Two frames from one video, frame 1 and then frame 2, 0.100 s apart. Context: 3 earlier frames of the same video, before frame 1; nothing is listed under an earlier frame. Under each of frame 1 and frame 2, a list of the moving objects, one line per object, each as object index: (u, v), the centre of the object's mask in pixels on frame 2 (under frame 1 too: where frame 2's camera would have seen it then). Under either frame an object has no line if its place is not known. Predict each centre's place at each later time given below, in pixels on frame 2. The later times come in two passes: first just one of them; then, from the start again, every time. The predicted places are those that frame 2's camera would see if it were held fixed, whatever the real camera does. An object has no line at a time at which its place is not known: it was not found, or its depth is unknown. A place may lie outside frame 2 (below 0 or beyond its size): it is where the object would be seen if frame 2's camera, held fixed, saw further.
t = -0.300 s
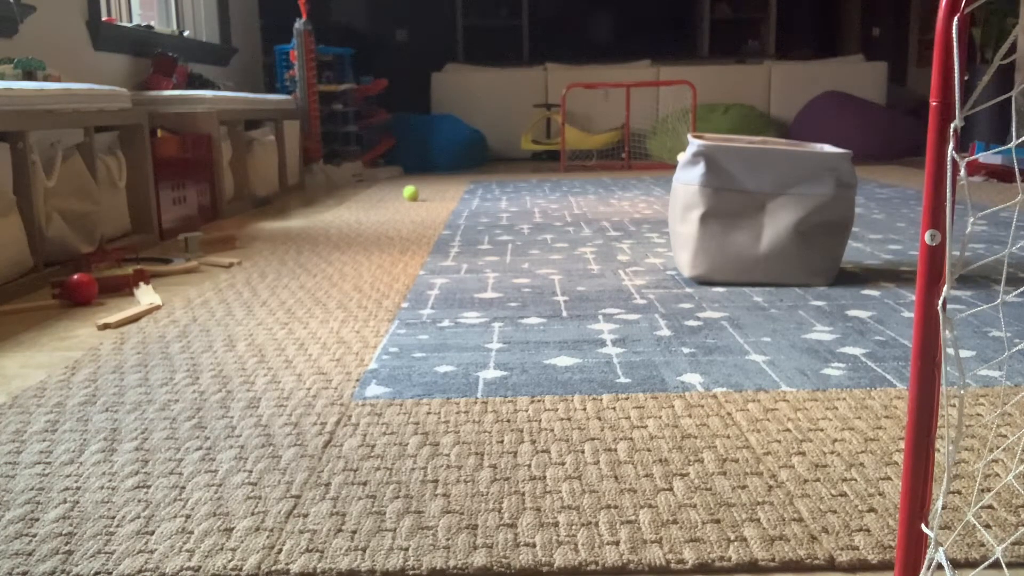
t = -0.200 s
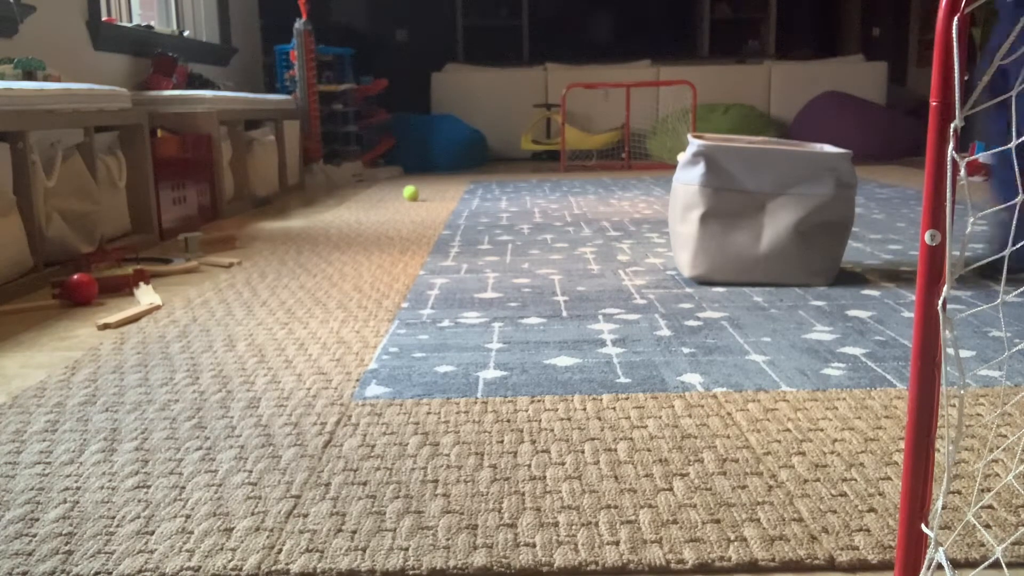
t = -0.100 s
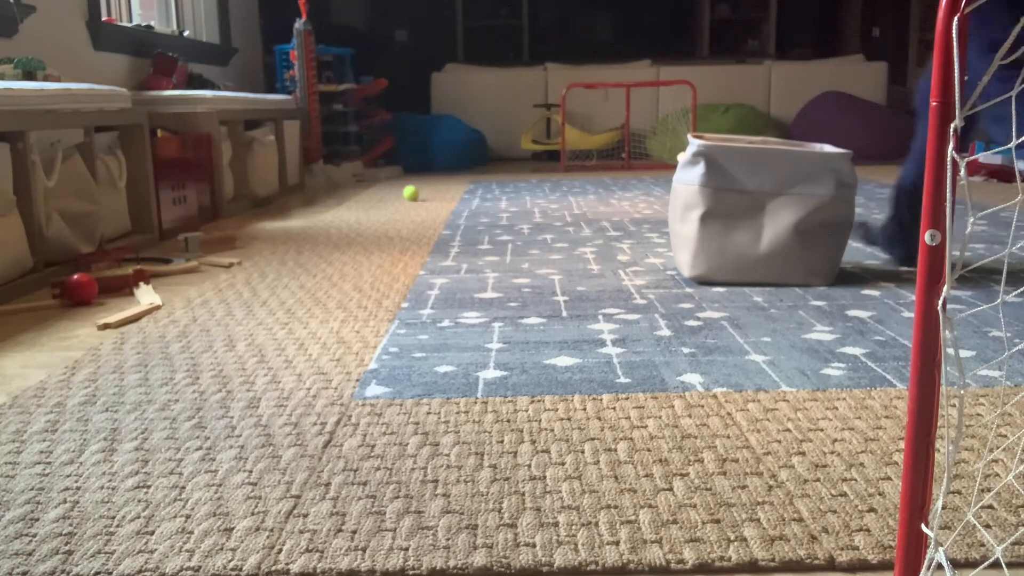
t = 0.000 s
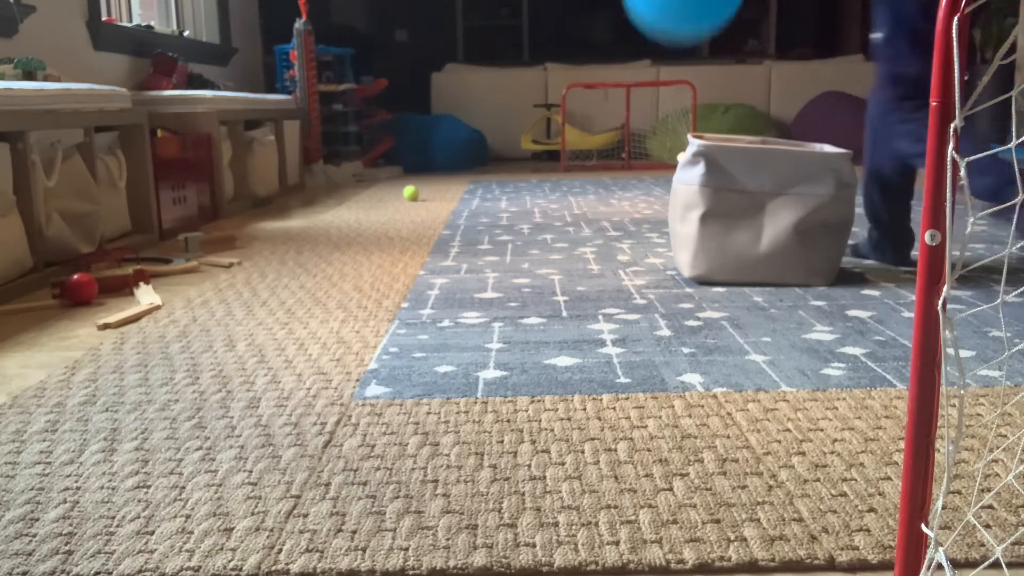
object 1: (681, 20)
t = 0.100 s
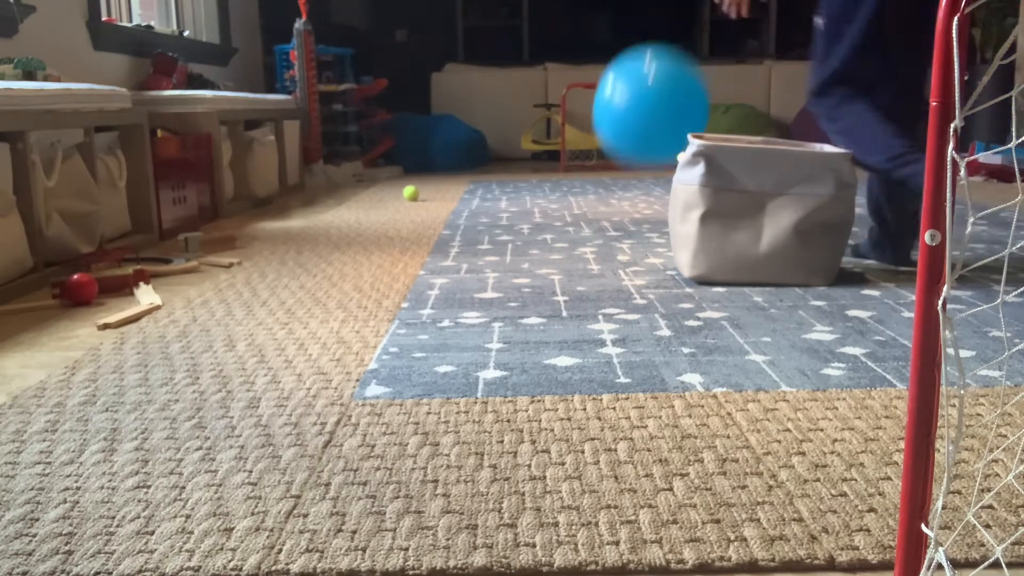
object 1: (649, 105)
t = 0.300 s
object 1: (618, 50)
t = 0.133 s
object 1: (636, 147)
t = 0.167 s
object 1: (628, 182)
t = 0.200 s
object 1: (628, 144)
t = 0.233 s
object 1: (626, 109)
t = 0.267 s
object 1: (622, 76)
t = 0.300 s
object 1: (618, 50)
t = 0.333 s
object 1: (614, 35)
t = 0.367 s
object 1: (611, 25)
